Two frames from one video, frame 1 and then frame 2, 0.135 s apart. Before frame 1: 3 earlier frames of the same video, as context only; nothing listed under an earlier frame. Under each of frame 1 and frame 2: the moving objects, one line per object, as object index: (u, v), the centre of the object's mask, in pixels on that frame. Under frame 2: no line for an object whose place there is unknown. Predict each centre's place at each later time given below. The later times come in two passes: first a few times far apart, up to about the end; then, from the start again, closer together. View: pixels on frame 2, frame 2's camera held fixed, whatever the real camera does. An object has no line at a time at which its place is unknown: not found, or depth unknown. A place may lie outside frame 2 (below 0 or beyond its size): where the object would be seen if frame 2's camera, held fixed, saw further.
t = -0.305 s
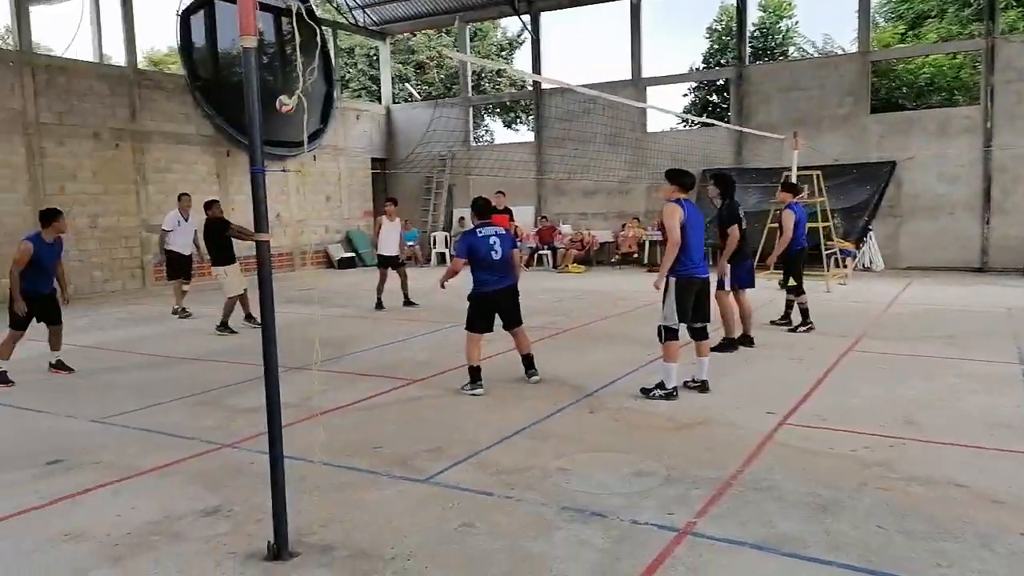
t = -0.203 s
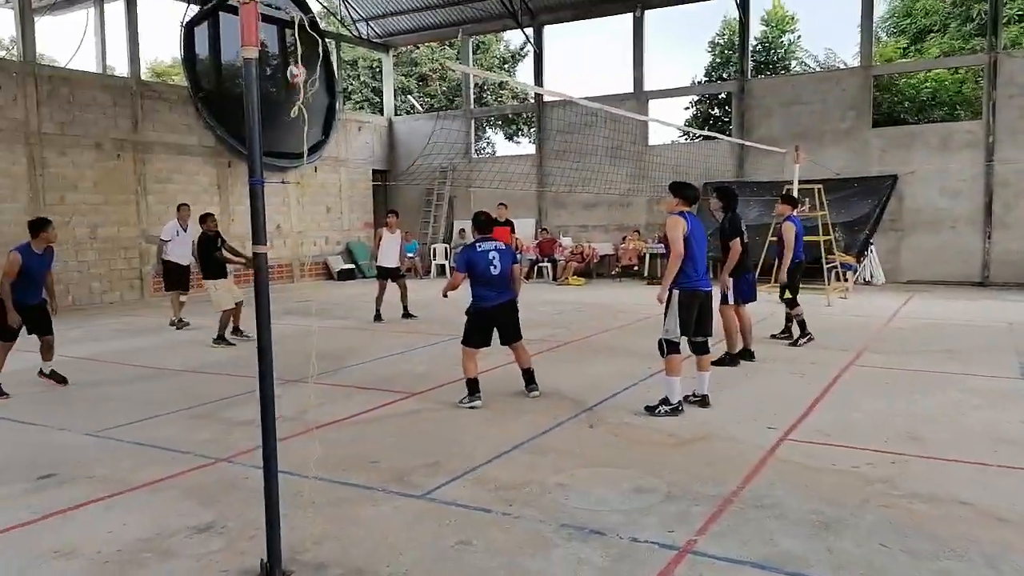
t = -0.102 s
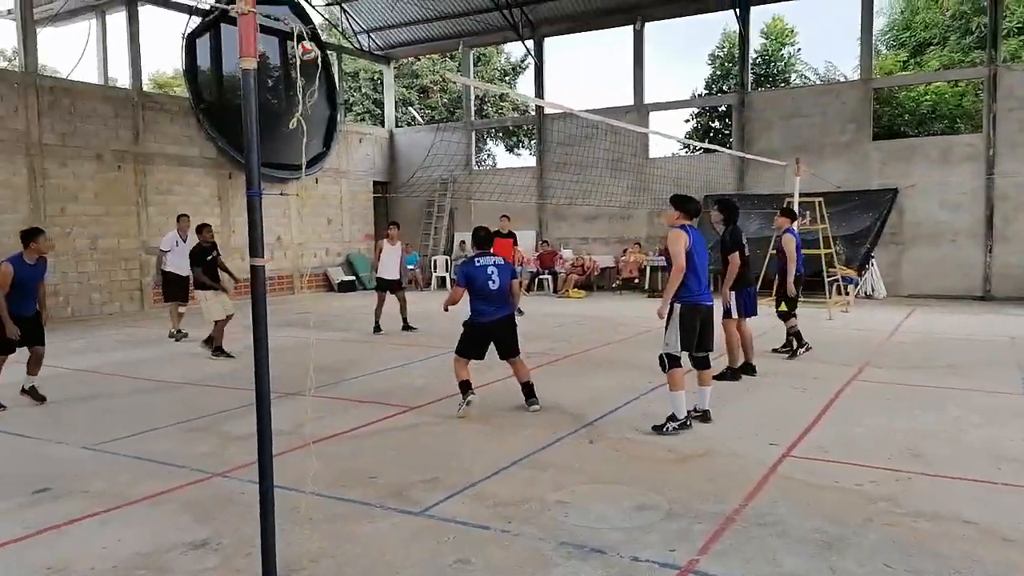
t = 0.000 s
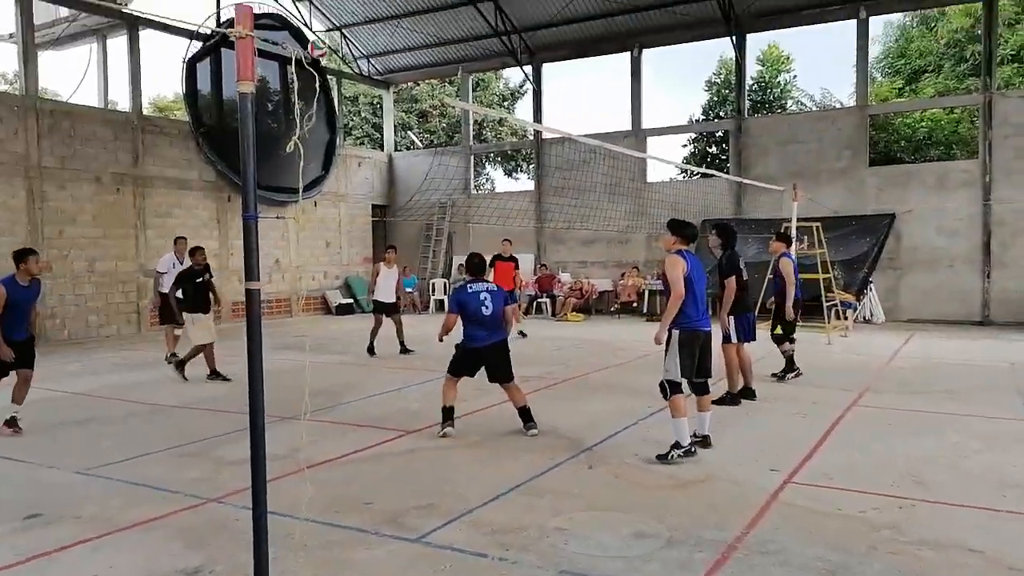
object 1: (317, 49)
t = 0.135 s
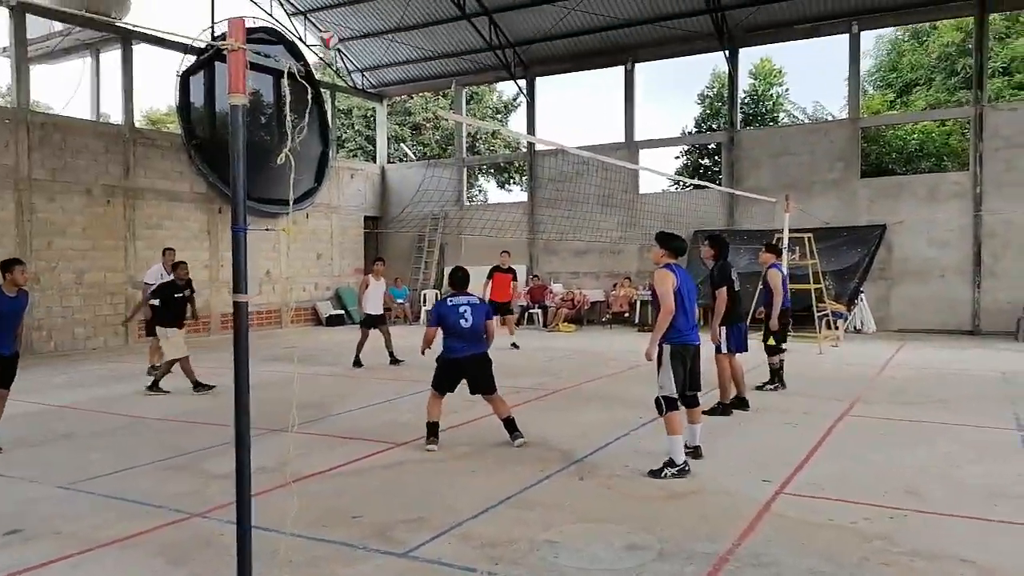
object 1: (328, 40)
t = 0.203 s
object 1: (337, 34)
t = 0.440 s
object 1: (371, 51)
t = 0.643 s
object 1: (407, 116)
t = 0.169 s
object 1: (332, 36)
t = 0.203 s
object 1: (337, 34)
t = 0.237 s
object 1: (341, 34)
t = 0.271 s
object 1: (345, 34)
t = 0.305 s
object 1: (350, 35)
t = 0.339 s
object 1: (355, 37)
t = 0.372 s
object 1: (361, 41)
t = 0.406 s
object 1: (366, 45)
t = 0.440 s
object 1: (371, 51)
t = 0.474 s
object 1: (377, 59)
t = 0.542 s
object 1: (389, 77)
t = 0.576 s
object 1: (394, 88)
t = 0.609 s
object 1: (400, 103)
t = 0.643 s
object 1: (407, 116)
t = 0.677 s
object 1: (412, 131)
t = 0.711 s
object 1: (420, 148)
